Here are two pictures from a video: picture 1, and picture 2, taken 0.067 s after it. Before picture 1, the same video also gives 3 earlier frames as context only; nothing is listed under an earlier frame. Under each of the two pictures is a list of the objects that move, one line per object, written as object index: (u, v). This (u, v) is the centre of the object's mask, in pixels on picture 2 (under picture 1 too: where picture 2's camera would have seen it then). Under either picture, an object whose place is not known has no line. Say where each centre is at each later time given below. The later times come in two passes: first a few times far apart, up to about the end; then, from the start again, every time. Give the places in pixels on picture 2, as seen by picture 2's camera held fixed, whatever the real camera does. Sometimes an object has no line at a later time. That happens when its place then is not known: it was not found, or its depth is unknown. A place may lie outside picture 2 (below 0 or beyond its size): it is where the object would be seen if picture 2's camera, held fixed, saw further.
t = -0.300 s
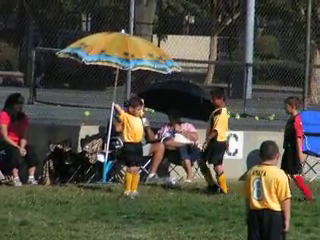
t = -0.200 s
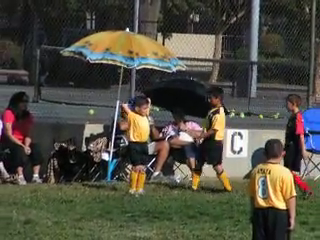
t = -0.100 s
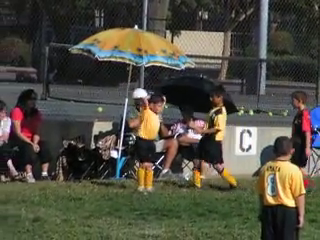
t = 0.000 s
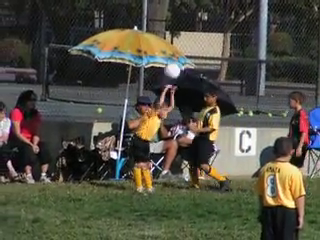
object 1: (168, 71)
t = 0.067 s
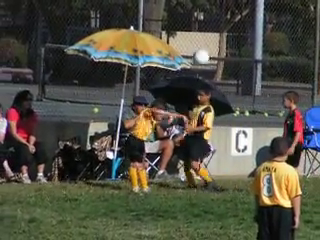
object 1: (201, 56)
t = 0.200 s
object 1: (267, 41)
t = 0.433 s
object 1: (379, 47)
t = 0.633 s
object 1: (477, 89)
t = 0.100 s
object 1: (218, 52)
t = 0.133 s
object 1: (234, 47)
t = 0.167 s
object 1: (250, 43)
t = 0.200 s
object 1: (267, 41)
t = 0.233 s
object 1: (283, 39)
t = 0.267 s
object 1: (299, 38)
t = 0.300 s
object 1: (315, 38)
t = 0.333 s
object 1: (331, 39)
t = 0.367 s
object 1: (347, 40)
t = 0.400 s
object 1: (363, 43)
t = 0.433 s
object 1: (379, 47)
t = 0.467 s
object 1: (396, 52)
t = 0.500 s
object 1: (412, 57)
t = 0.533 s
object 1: (429, 64)
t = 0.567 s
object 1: (444, 71)
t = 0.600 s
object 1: (461, 79)
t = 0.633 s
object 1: (477, 89)
